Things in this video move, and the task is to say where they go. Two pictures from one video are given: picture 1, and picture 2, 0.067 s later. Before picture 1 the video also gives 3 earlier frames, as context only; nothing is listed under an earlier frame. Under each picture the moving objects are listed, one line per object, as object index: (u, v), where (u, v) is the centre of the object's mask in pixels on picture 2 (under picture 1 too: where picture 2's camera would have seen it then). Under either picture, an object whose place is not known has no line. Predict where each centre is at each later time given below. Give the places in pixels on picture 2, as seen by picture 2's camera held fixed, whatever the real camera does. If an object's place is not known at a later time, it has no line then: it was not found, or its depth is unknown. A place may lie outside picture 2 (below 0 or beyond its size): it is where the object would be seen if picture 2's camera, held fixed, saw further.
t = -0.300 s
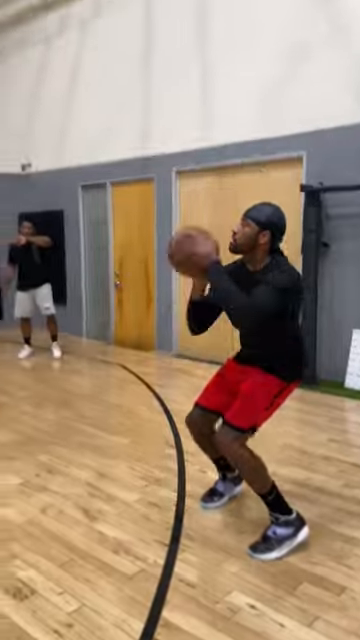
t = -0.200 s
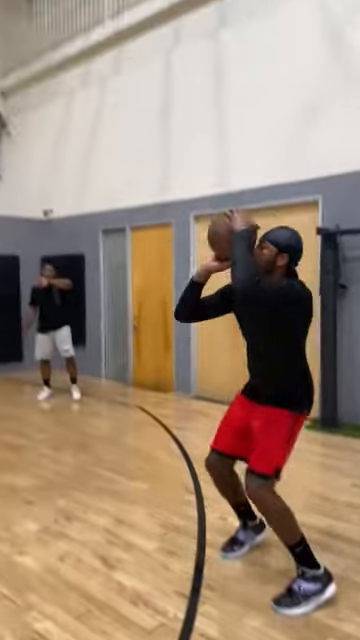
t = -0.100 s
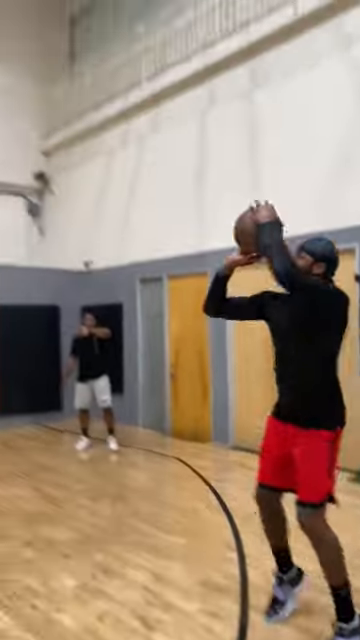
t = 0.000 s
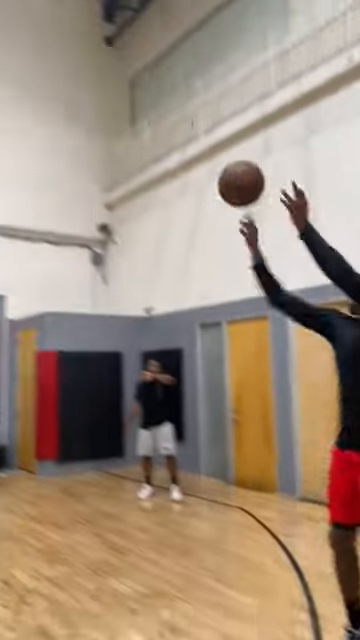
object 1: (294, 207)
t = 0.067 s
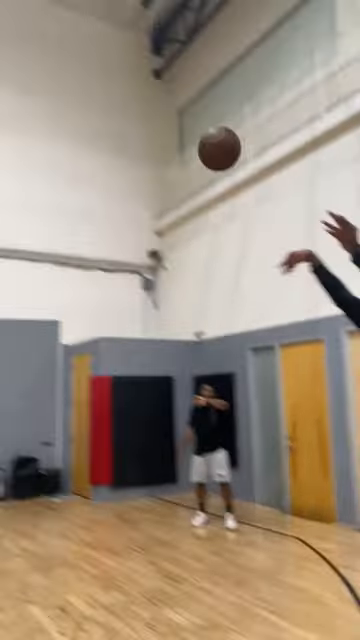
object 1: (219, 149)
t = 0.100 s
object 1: (186, 124)
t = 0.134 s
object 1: (156, 104)
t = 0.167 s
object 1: (127, 87)
